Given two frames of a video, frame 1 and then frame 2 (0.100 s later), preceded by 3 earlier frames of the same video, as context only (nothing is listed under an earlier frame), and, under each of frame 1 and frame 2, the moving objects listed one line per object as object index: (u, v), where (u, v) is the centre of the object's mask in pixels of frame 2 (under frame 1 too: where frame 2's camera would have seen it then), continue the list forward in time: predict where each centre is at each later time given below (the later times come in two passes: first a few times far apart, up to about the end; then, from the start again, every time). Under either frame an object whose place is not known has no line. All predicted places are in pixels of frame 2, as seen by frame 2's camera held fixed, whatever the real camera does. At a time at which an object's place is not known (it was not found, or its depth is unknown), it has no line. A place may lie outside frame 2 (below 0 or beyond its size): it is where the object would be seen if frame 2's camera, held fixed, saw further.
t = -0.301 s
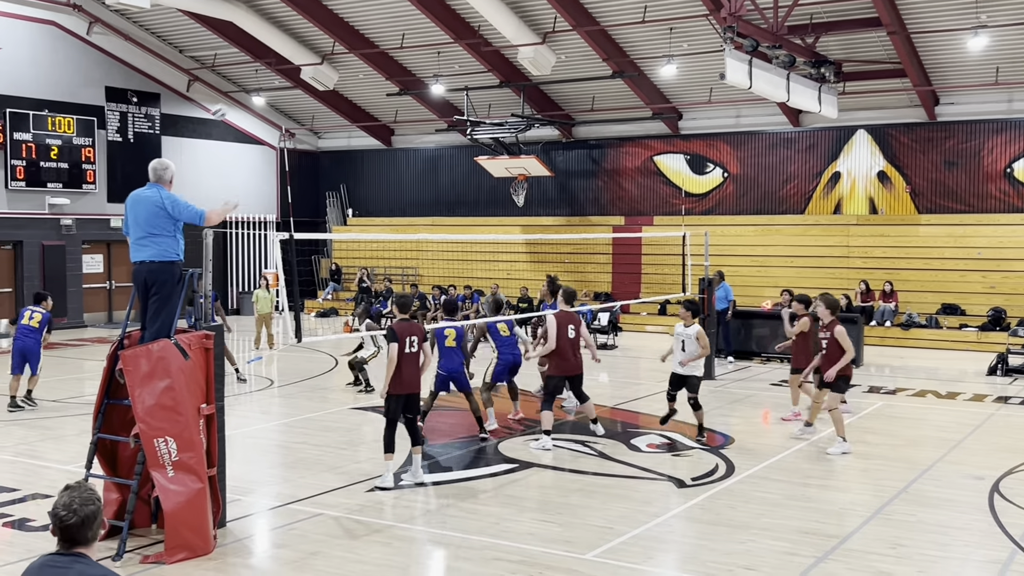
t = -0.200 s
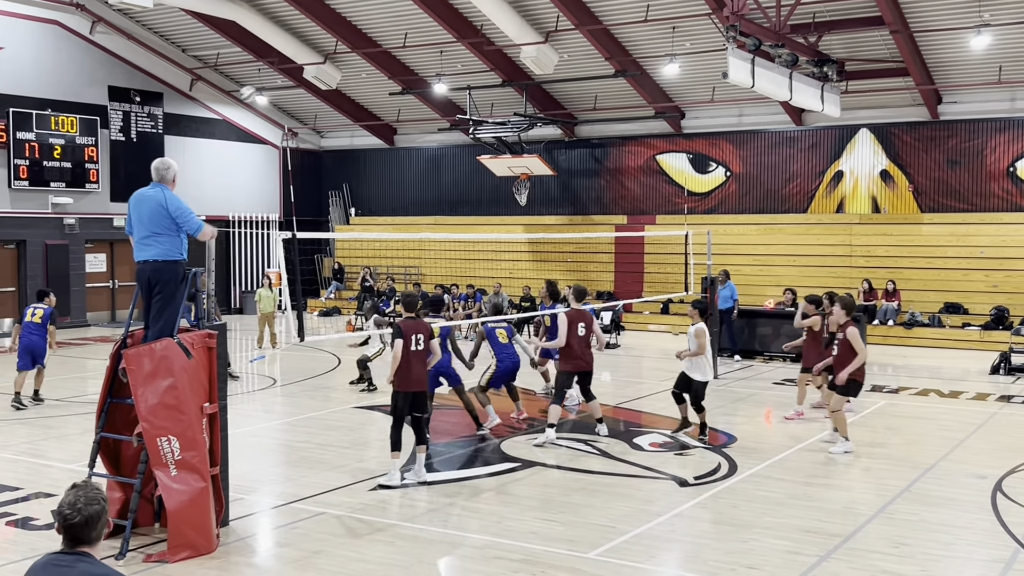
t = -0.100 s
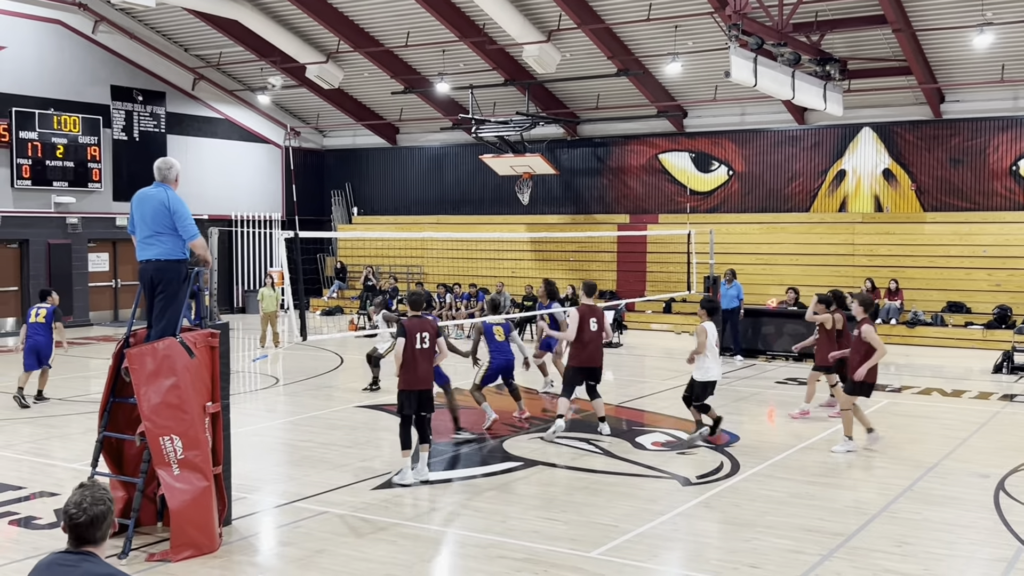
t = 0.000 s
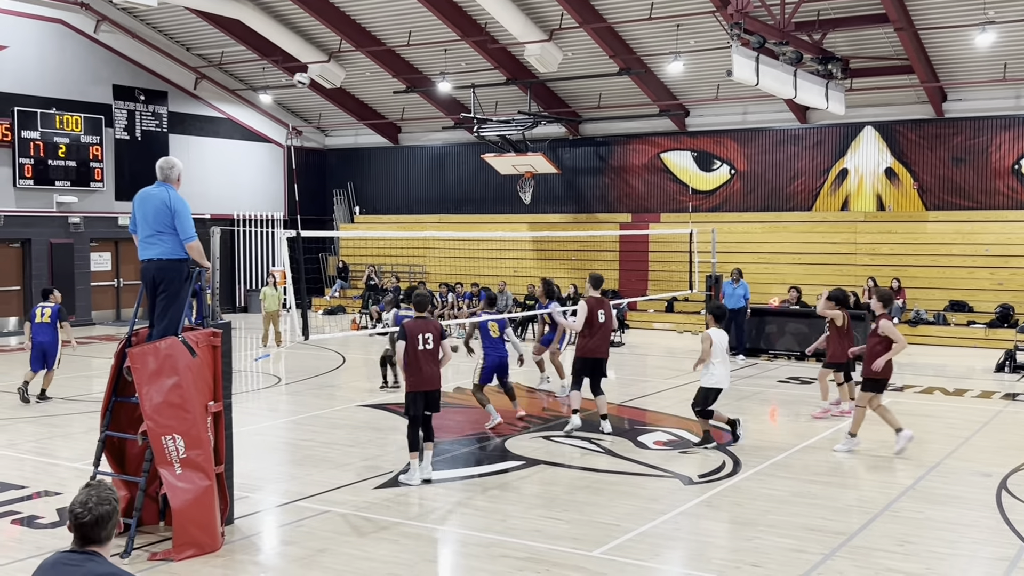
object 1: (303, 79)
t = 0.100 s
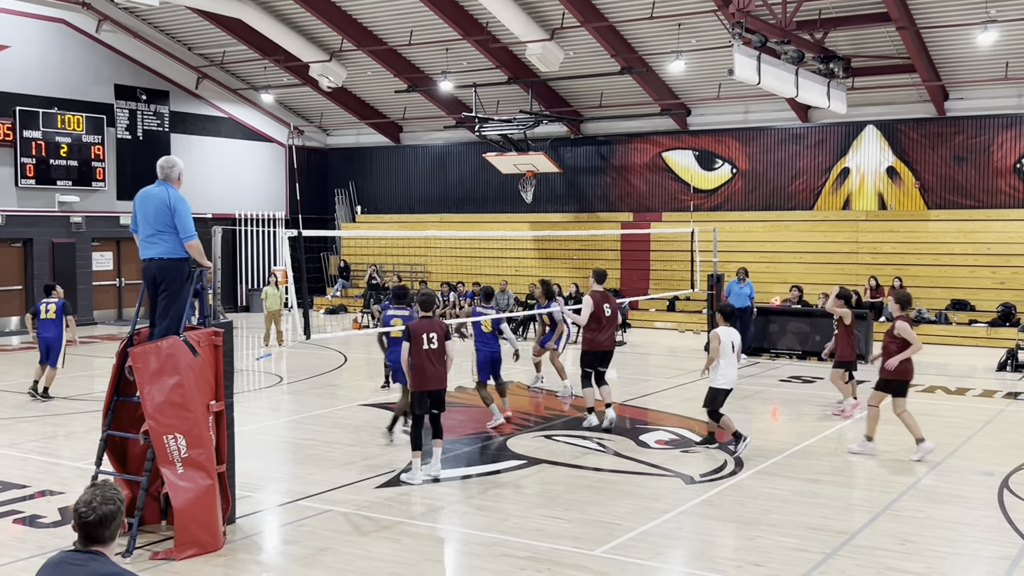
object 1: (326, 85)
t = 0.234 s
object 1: (358, 99)
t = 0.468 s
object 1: (411, 155)
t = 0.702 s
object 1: (460, 242)
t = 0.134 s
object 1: (335, 86)
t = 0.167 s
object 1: (343, 90)
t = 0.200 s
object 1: (351, 94)
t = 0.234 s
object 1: (358, 99)
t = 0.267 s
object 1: (366, 105)
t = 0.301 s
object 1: (374, 112)
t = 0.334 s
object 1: (382, 119)
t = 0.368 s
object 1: (389, 127)
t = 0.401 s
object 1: (396, 135)
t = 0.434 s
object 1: (404, 145)
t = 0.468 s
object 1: (411, 155)
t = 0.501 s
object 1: (418, 165)
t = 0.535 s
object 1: (426, 177)
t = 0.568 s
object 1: (433, 188)
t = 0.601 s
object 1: (440, 201)
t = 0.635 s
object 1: (447, 213)
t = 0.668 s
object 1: (454, 225)
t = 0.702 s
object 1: (460, 242)
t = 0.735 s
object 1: (467, 255)
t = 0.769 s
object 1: (474, 271)
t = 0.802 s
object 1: (481, 286)
